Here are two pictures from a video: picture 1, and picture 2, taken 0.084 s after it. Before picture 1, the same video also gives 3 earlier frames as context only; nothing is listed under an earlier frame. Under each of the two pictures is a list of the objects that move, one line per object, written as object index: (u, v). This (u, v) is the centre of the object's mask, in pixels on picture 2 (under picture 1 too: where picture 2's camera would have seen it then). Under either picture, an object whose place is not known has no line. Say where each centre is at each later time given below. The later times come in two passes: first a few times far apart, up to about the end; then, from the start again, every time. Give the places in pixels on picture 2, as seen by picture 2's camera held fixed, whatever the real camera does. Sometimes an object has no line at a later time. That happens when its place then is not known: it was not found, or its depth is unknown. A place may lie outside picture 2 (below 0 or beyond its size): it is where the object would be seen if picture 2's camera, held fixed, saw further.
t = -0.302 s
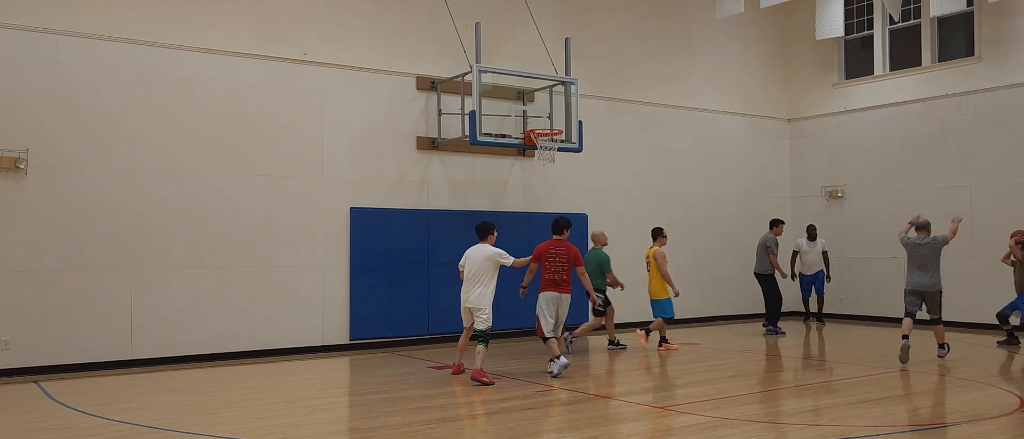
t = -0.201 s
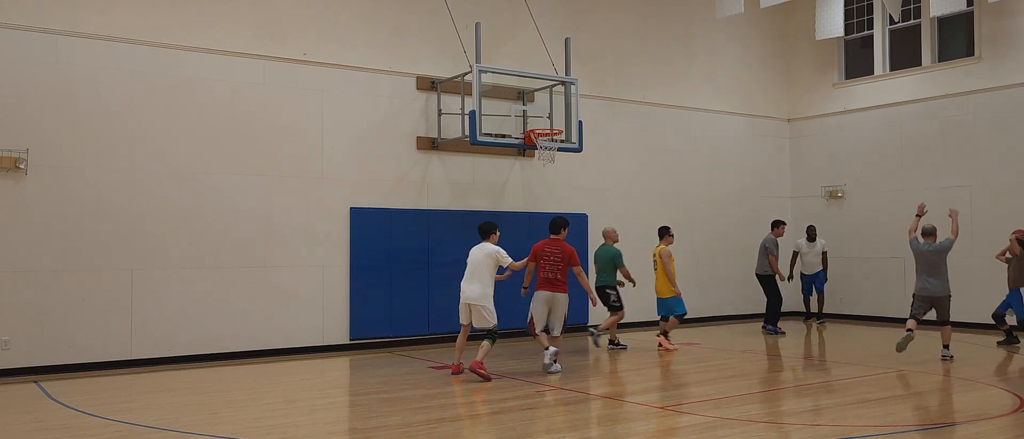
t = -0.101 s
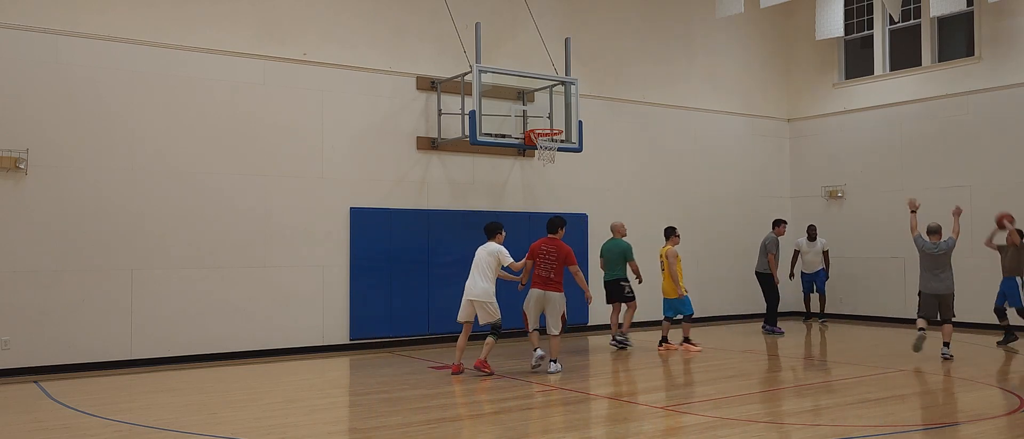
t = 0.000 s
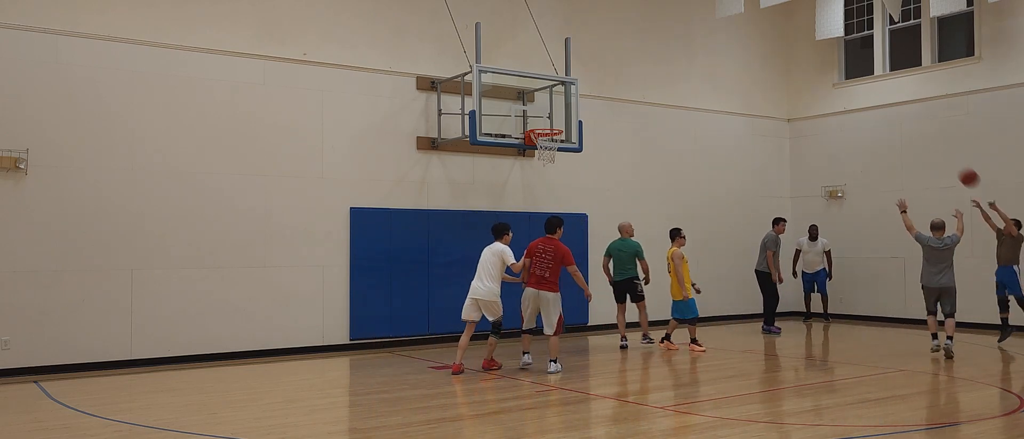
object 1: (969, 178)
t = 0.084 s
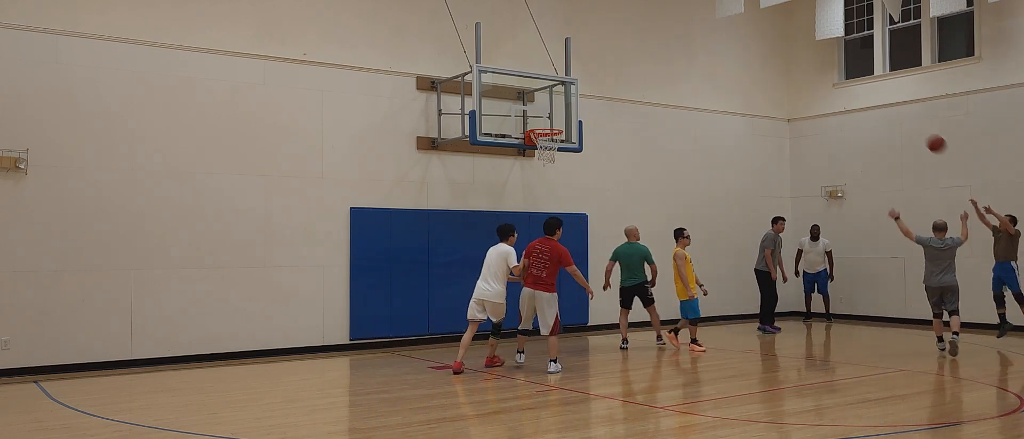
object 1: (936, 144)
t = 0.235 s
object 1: (878, 95)
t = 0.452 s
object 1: (796, 54)
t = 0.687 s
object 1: (710, 46)
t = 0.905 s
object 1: (633, 71)
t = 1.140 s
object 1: (555, 120)
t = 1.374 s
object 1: (518, 106)
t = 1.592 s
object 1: (519, 112)
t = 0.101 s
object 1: (929, 138)
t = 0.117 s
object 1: (923, 132)
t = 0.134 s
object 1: (916, 126)
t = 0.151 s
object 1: (910, 121)
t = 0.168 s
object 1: (904, 115)
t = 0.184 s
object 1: (897, 110)
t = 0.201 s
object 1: (890, 105)
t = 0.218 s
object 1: (884, 100)
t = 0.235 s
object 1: (878, 95)
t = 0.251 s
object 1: (871, 91)
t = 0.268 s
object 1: (865, 87)
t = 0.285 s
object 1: (859, 83)
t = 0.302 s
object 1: (852, 79)
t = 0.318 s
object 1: (846, 75)
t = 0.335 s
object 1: (840, 72)
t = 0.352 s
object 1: (833, 69)
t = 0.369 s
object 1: (827, 66)
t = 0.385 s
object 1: (821, 63)
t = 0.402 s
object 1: (815, 61)
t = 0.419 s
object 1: (809, 58)
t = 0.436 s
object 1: (803, 56)
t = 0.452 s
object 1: (796, 54)
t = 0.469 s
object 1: (790, 52)
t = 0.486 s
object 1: (784, 50)
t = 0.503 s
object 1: (778, 49)
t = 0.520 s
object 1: (771, 48)
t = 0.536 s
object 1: (765, 46)
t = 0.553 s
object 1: (759, 46)
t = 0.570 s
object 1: (753, 45)
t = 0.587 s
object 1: (747, 44)
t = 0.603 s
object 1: (741, 44)
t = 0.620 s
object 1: (735, 44)
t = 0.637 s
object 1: (729, 44)
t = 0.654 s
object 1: (723, 44)
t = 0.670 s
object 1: (716, 45)
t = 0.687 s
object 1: (710, 46)
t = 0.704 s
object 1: (704, 46)
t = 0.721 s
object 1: (698, 47)
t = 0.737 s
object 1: (692, 49)
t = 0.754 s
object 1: (686, 50)
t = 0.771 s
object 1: (680, 52)
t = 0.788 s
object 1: (674, 53)
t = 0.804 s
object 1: (668, 55)
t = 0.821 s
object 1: (662, 57)
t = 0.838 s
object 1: (656, 60)
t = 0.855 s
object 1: (650, 62)
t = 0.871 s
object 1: (645, 65)
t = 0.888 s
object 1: (638, 68)
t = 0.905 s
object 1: (633, 71)
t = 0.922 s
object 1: (627, 74)
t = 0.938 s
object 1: (621, 78)
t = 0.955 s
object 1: (615, 81)
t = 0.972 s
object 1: (609, 85)
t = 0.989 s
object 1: (603, 89)
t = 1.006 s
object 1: (597, 94)
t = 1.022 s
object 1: (592, 98)
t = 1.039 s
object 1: (586, 103)
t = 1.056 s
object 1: (580, 108)
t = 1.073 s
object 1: (574, 112)
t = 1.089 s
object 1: (568, 118)
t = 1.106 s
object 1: (563, 123)
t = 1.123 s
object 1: (560, 122)
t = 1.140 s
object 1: (555, 120)
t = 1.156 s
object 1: (551, 119)
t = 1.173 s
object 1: (548, 117)
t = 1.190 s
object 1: (544, 115)
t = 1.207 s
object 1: (541, 114)
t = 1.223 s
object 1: (537, 112)
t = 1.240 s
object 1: (534, 111)
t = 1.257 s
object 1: (530, 111)
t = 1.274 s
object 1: (527, 110)
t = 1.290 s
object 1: (524, 109)
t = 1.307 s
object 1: (520, 109)
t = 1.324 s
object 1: (518, 109)
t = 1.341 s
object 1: (518, 107)
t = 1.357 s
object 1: (518, 107)
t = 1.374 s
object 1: (518, 106)
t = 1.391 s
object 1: (518, 105)
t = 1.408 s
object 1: (518, 104)
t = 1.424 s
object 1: (518, 104)
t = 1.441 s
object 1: (518, 104)
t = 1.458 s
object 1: (518, 104)
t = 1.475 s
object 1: (518, 104)
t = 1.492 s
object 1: (518, 105)
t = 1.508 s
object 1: (518, 106)
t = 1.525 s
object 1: (518, 106)
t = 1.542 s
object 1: (518, 107)
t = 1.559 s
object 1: (519, 109)
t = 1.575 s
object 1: (519, 110)
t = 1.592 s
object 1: (519, 112)
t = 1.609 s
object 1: (519, 114)
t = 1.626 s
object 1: (519, 116)
